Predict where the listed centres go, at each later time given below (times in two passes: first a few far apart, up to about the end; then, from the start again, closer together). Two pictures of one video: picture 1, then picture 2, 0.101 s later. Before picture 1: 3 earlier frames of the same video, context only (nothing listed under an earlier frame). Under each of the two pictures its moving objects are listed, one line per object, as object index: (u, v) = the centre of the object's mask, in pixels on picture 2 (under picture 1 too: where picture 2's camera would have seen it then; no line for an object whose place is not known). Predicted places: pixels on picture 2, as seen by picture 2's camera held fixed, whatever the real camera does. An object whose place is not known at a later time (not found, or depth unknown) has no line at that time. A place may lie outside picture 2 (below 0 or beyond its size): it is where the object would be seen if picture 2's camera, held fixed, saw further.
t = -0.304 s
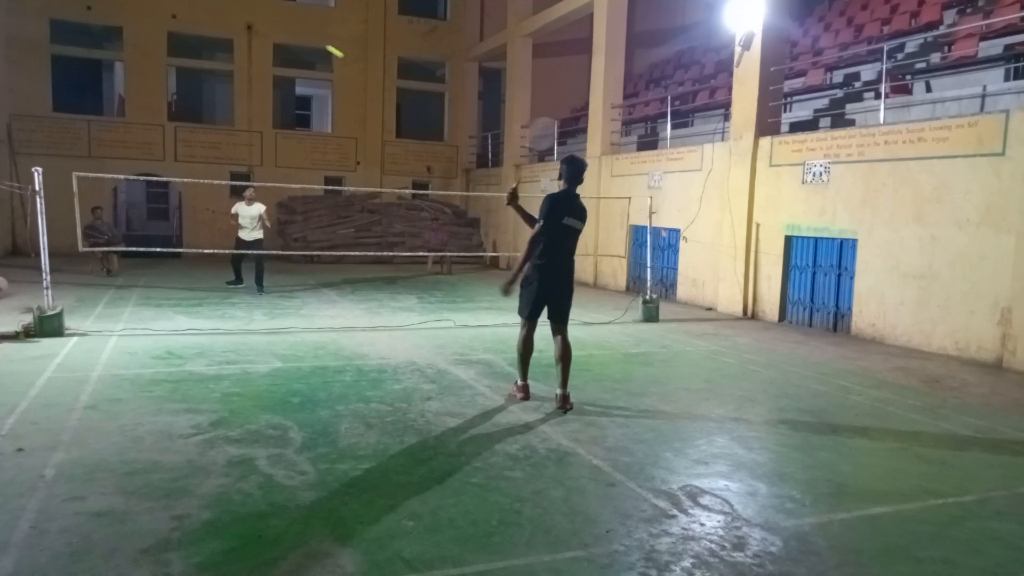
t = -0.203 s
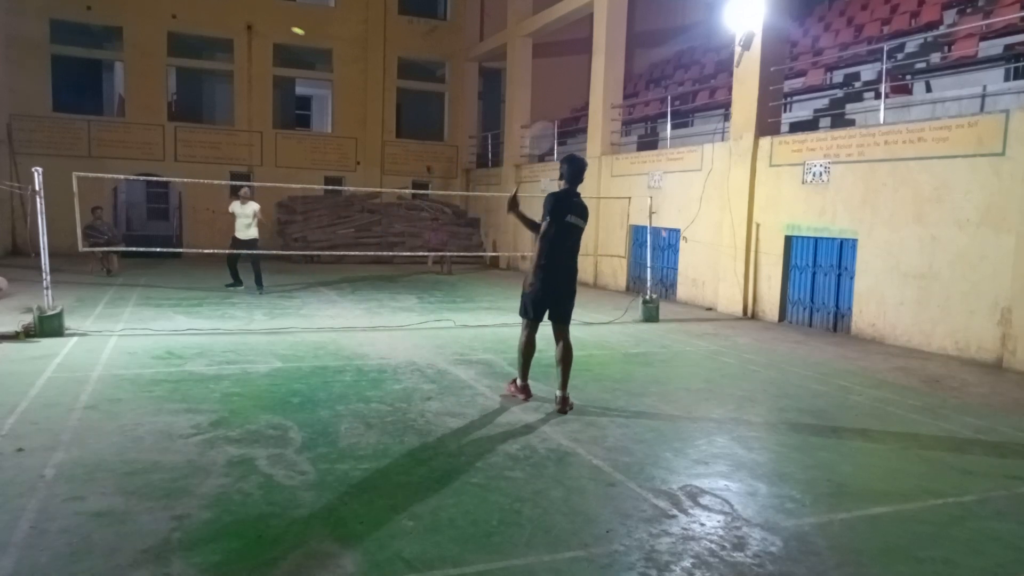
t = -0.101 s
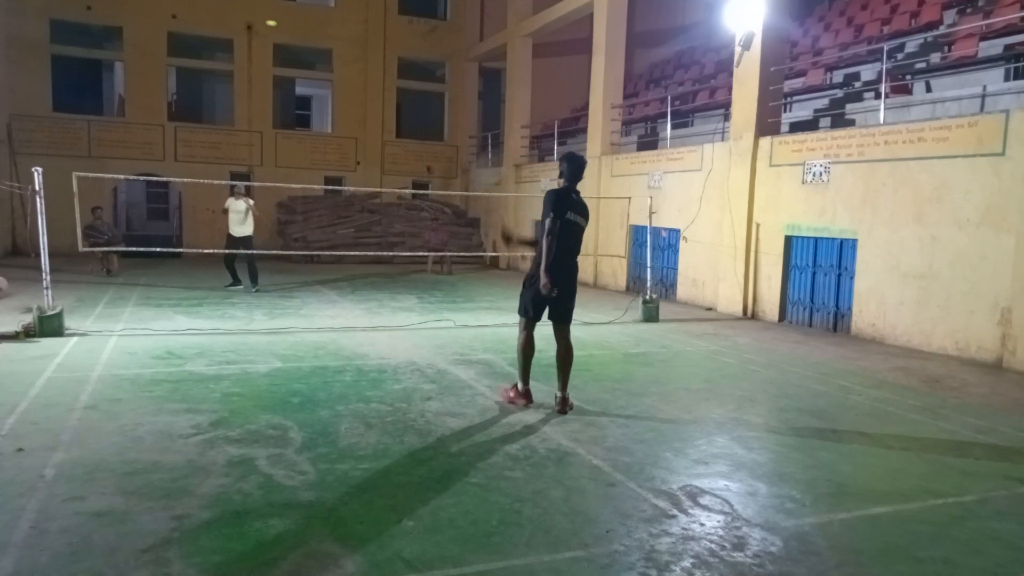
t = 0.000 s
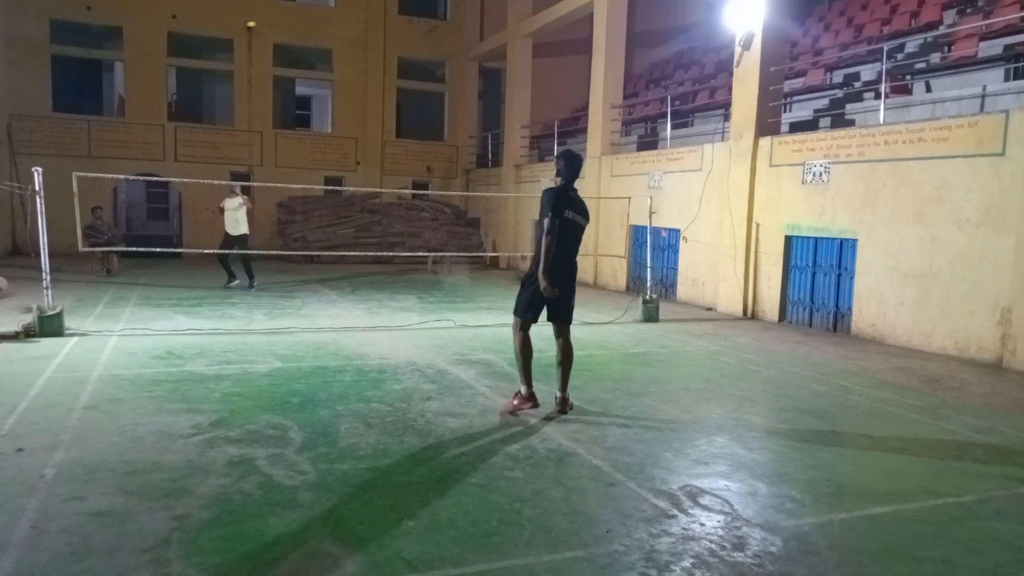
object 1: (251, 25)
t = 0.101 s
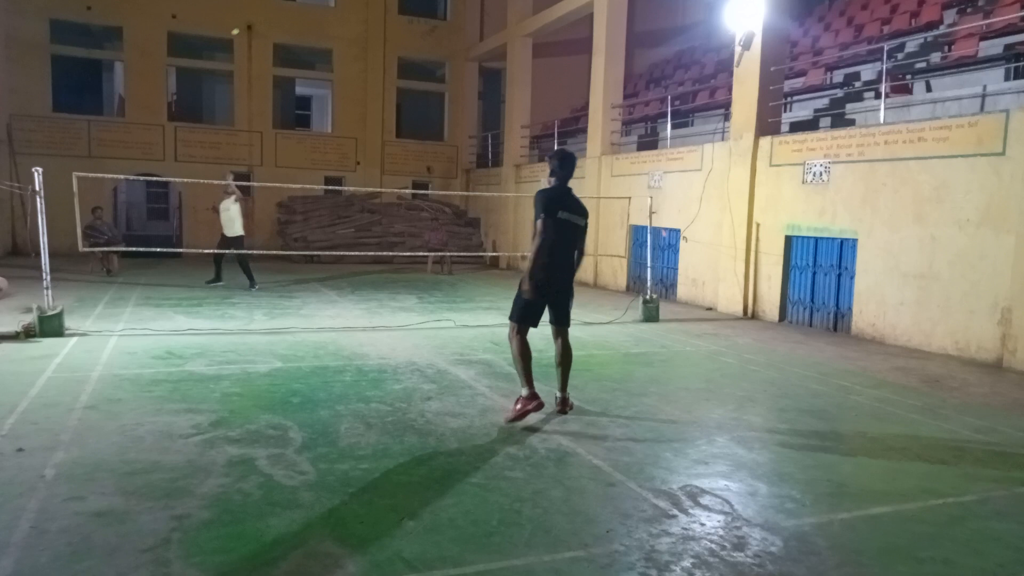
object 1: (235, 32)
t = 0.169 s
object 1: (226, 40)
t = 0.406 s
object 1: (203, 84)
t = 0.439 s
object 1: (200, 92)
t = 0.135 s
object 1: (230, 36)
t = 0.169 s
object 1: (226, 40)
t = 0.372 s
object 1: (205, 77)
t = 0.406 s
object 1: (203, 84)
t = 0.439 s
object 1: (200, 92)
